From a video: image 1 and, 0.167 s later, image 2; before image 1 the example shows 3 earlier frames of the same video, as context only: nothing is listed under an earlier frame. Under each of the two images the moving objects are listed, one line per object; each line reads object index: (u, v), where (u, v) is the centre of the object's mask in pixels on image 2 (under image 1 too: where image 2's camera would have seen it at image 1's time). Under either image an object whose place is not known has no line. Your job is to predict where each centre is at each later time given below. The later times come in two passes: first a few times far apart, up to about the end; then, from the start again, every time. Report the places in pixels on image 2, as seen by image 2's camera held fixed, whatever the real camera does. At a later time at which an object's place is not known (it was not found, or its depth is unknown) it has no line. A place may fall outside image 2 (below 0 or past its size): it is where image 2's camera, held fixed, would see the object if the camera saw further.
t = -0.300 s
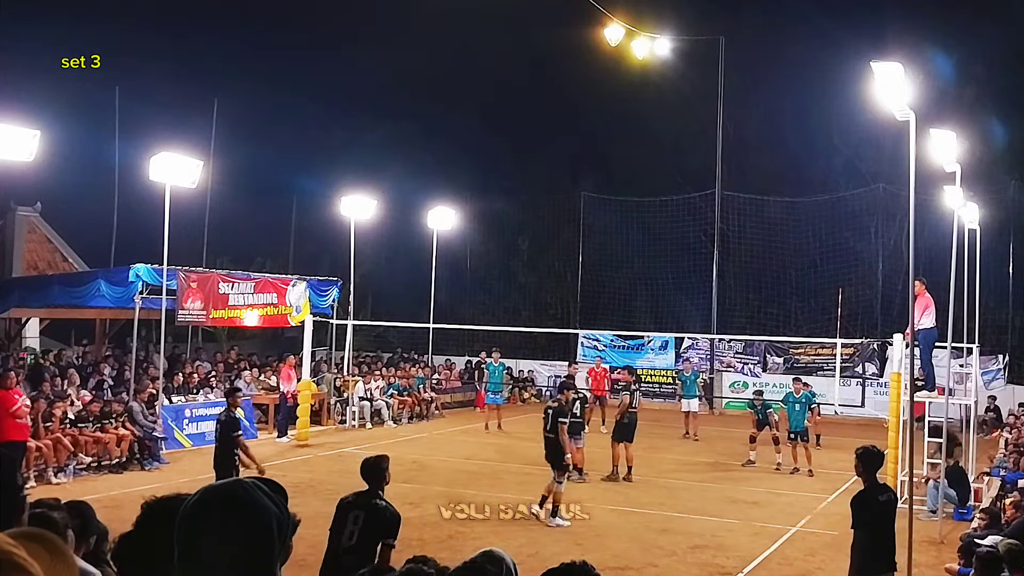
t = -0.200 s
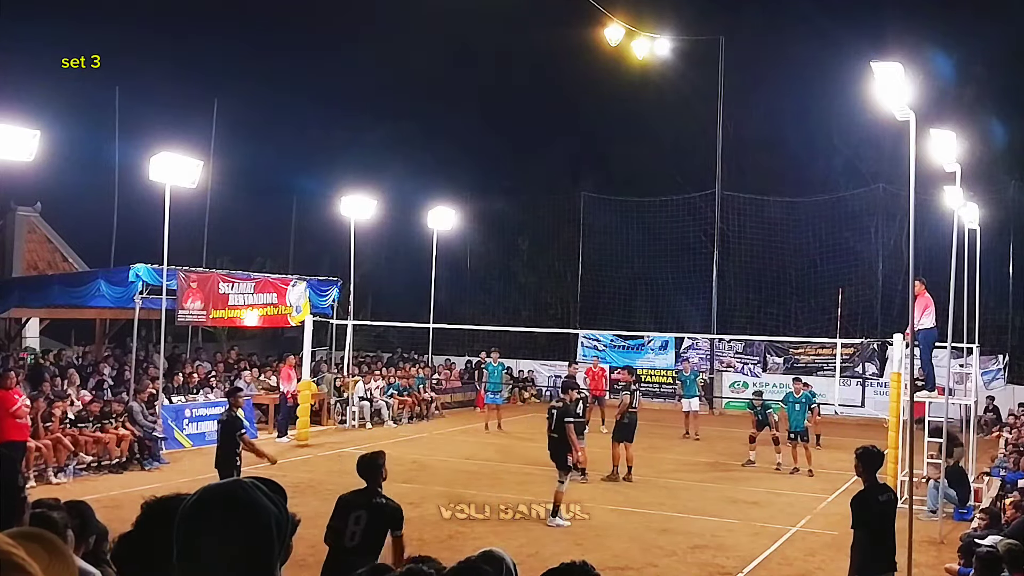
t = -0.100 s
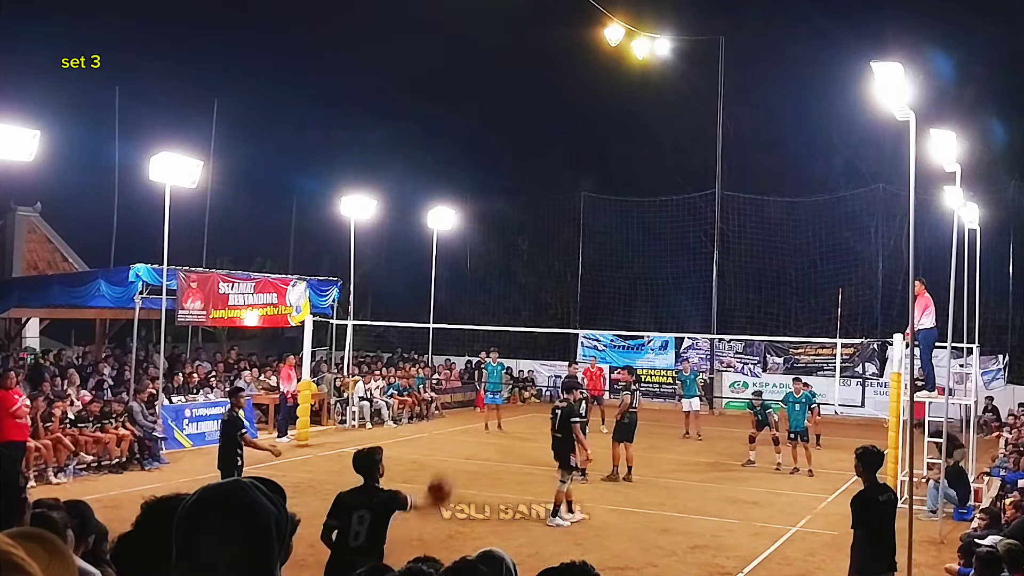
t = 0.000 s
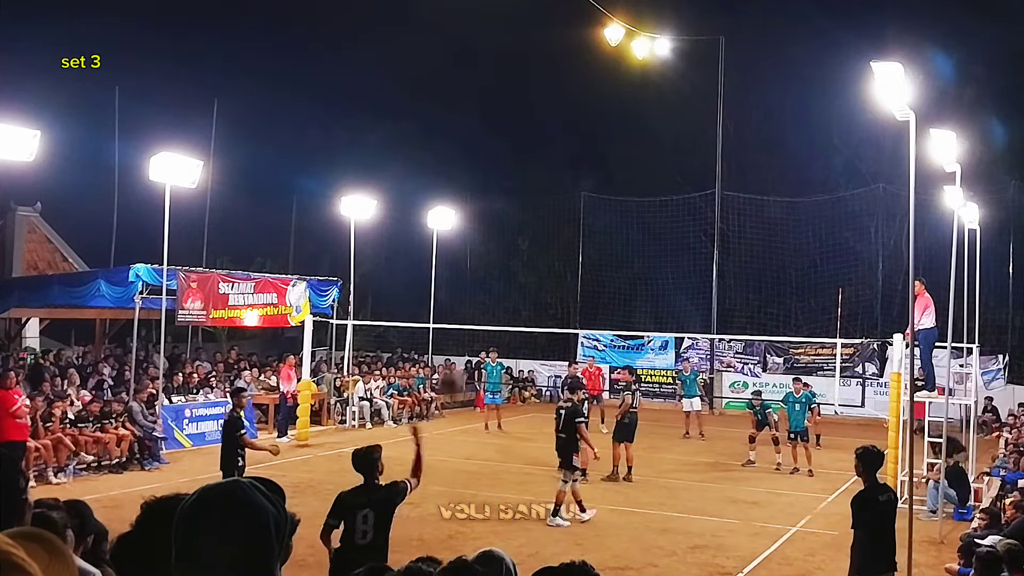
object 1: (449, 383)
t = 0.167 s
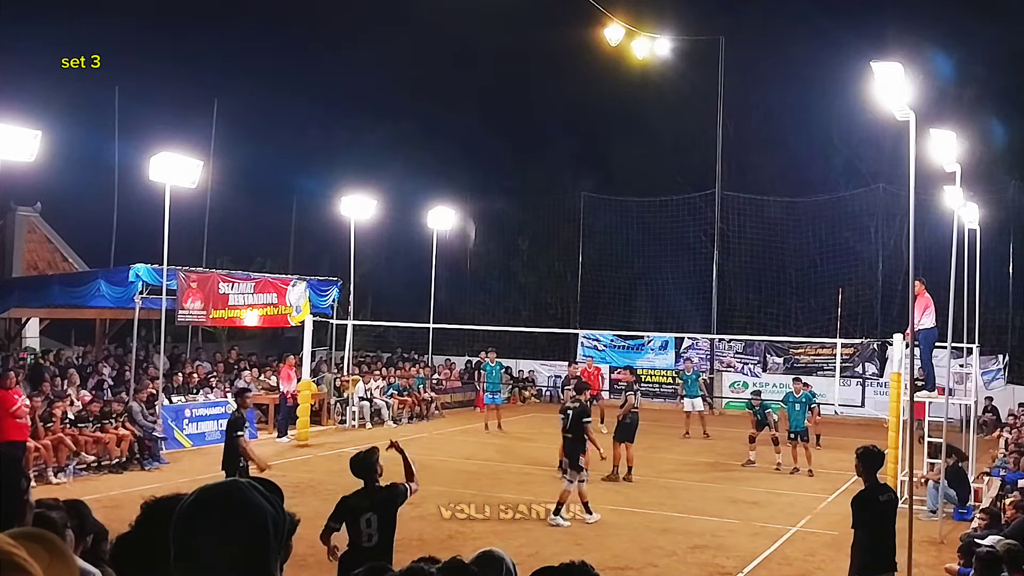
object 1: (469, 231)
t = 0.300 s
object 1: (468, 149)
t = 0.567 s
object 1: (481, 56)
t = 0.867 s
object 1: (491, 61)
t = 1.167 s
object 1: (497, 166)
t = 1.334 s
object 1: (497, 260)
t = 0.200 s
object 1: (470, 205)
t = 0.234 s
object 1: (465, 186)
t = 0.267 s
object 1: (466, 169)
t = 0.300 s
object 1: (468, 149)
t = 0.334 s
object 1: (470, 132)
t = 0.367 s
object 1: (471, 117)
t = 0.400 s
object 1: (473, 103)
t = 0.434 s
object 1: (475, 90)
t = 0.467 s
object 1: (476, 79)
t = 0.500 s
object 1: (478, 70)
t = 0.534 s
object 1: (479, 62)
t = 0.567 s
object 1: (481, 56)
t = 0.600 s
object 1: (482, 51)
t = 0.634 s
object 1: (483, 47)
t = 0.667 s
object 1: (485, 45)
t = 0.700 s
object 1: (486, 45)
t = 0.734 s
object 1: (487, 45)
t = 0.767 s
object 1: (488, 47)
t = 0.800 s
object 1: (489, 50)
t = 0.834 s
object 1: (490, 55)
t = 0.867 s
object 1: (491, 61)
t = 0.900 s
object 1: (492, 68)
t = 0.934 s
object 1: (493, 76)
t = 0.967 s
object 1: (493, 86)
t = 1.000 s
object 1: (494, 96)
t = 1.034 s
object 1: (494, 108)
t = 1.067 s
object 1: (495, 121)
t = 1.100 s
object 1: (496, 135)
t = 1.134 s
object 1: (496, 151)
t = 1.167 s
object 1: (497, 166)
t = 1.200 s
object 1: (497, 182)
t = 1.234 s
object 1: (497, 200)
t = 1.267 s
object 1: (497, 219)
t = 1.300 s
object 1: (497, 239)
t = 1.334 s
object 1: (497, 260)
